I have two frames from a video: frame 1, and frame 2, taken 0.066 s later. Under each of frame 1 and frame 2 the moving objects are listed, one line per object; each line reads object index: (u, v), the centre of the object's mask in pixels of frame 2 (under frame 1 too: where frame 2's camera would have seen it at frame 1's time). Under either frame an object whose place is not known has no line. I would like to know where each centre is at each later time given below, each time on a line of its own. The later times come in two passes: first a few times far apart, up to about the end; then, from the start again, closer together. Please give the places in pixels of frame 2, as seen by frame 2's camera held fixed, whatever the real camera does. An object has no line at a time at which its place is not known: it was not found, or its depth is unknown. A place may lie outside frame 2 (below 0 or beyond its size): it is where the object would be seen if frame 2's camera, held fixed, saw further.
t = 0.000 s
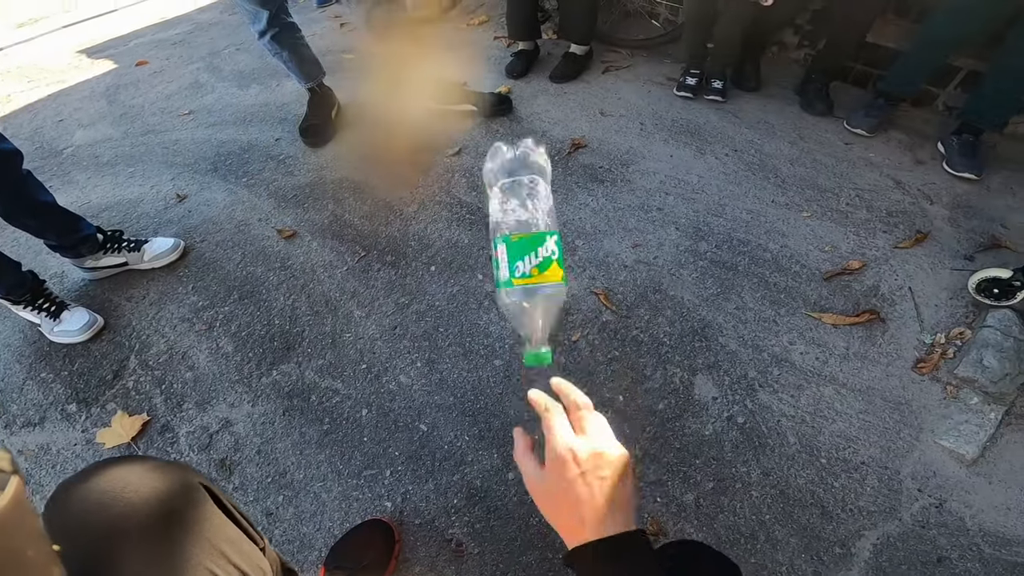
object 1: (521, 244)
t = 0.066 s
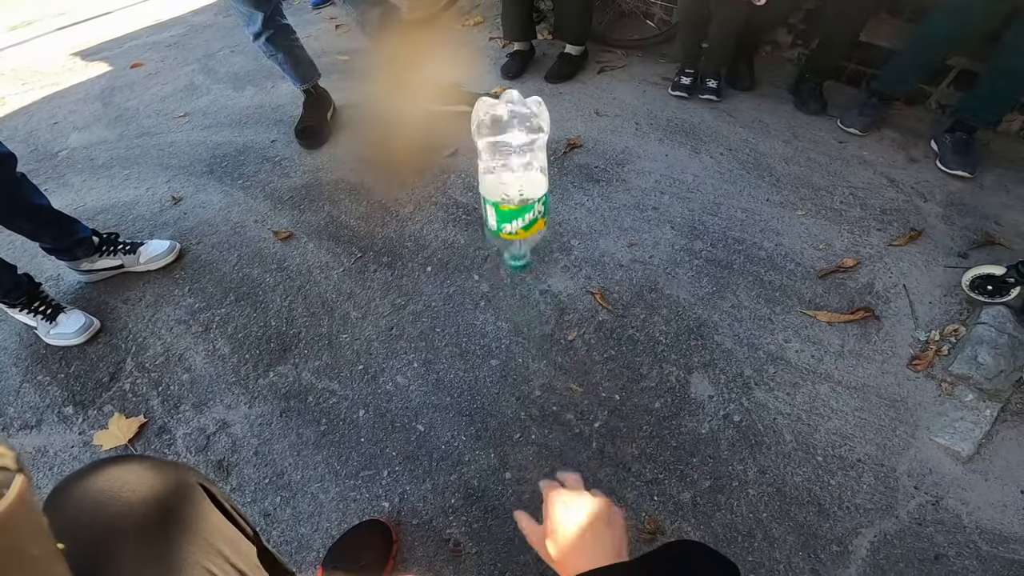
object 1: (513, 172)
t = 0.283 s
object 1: (511, 177)
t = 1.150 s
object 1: (456, 331)
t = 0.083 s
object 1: (511, 157)
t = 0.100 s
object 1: (510, 145)
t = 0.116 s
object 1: (509, 136)
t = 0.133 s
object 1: (509, 130)
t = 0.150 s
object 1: (510, 128)
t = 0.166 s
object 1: (511, 134)
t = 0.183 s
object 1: (509, 137)
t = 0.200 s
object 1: (508, 141)
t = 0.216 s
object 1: (509, 146)
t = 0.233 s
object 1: (509, 151)
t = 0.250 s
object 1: (509, 159)
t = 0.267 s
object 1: (510, 167)
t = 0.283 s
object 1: (511, 177)
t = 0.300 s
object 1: (512, 189)
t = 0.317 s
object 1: (513, 203)
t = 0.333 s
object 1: (514, 218)
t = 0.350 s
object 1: (516, 234)
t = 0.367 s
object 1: (517, 253)
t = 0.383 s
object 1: (519, 270)
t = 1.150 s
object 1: (456, 331)
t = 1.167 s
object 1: (455, 332)
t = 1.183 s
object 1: (455, 333)
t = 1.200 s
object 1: (455, 333)
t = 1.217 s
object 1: (455, 334)
